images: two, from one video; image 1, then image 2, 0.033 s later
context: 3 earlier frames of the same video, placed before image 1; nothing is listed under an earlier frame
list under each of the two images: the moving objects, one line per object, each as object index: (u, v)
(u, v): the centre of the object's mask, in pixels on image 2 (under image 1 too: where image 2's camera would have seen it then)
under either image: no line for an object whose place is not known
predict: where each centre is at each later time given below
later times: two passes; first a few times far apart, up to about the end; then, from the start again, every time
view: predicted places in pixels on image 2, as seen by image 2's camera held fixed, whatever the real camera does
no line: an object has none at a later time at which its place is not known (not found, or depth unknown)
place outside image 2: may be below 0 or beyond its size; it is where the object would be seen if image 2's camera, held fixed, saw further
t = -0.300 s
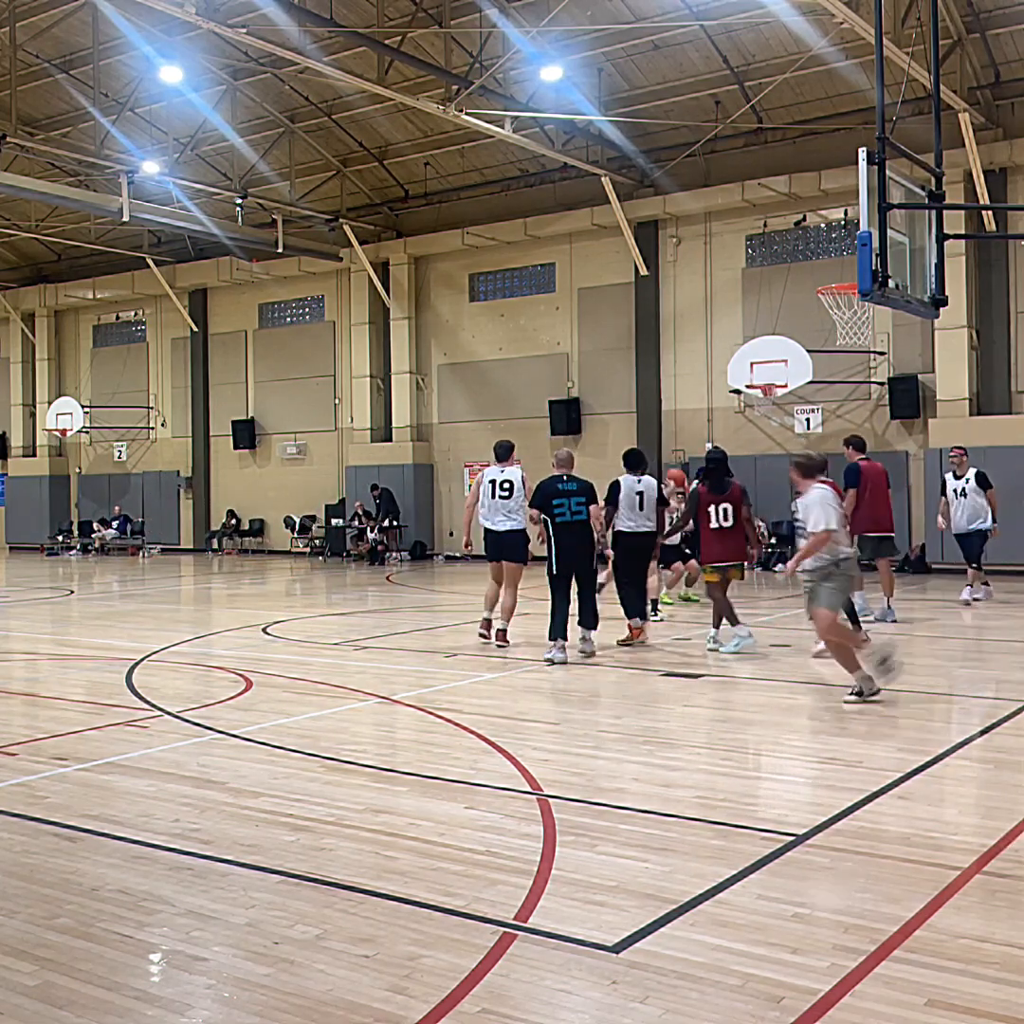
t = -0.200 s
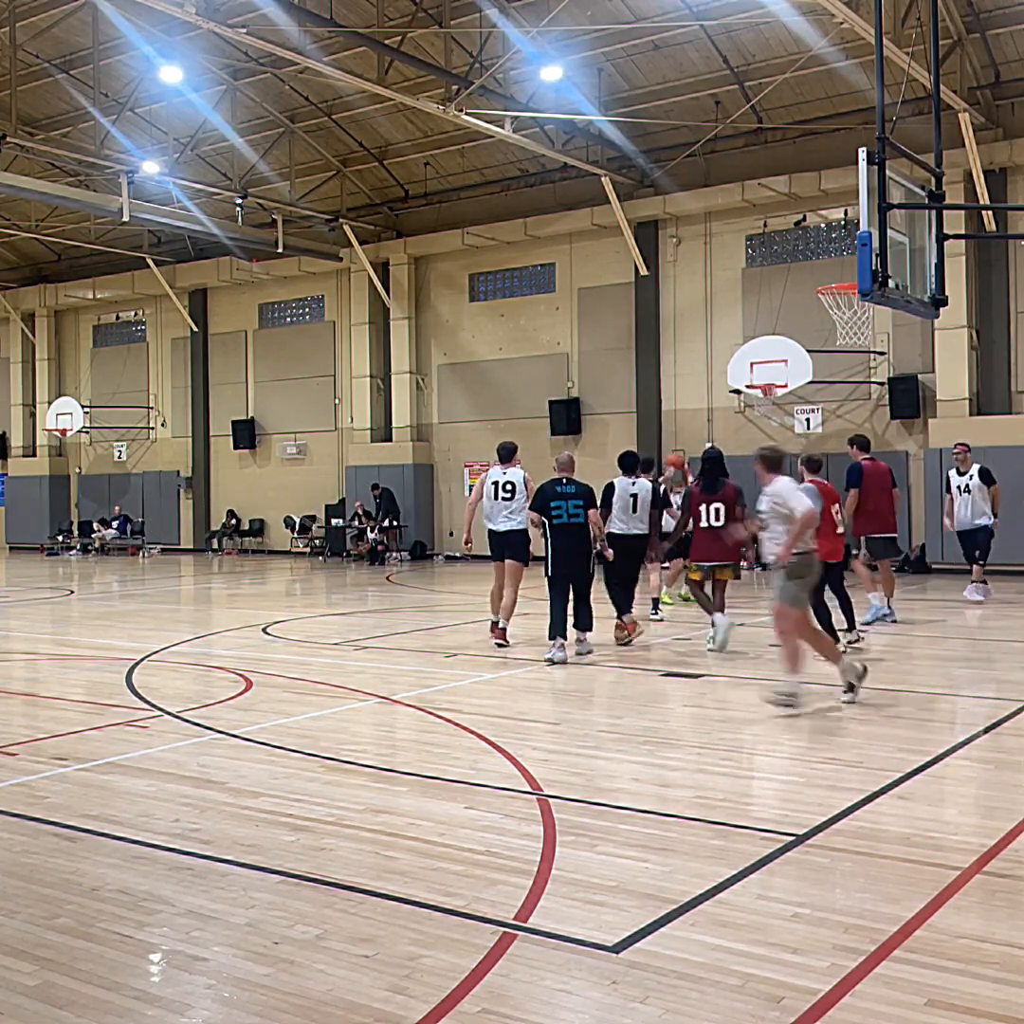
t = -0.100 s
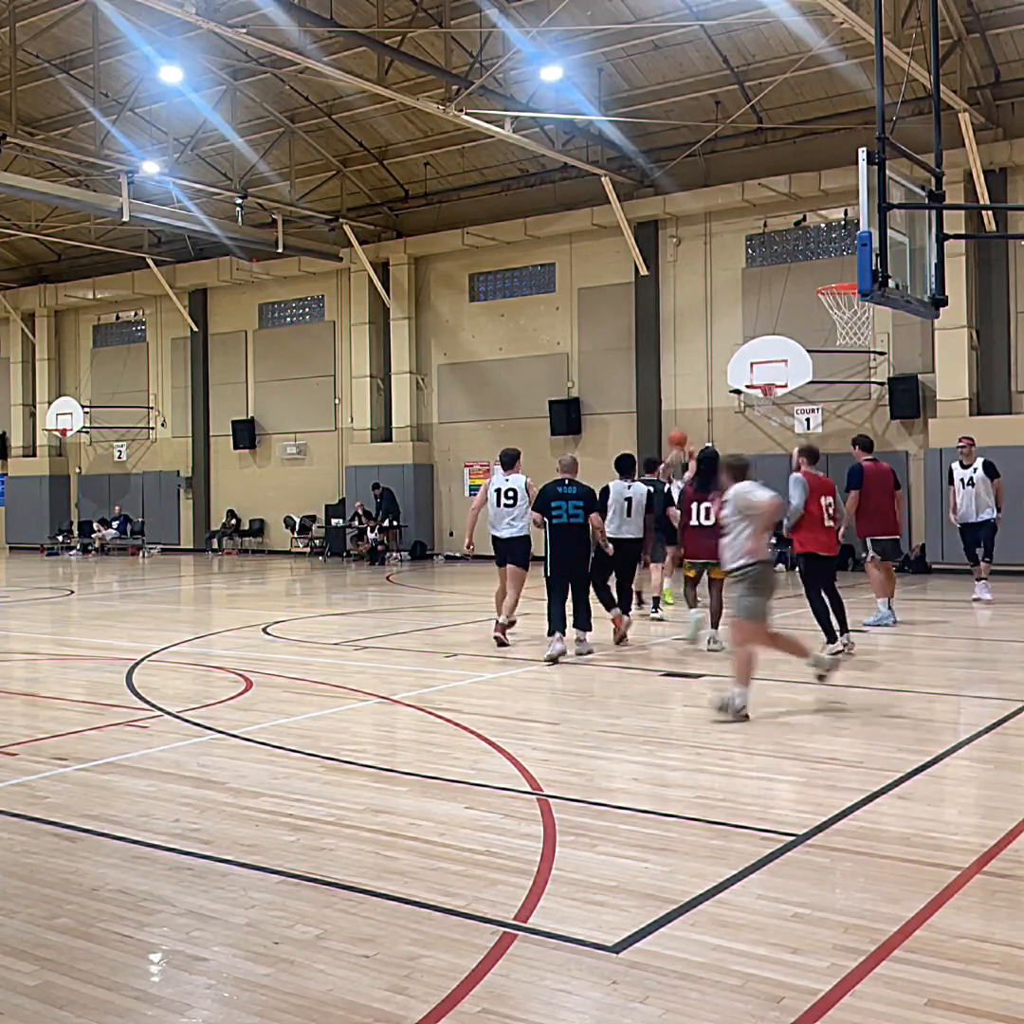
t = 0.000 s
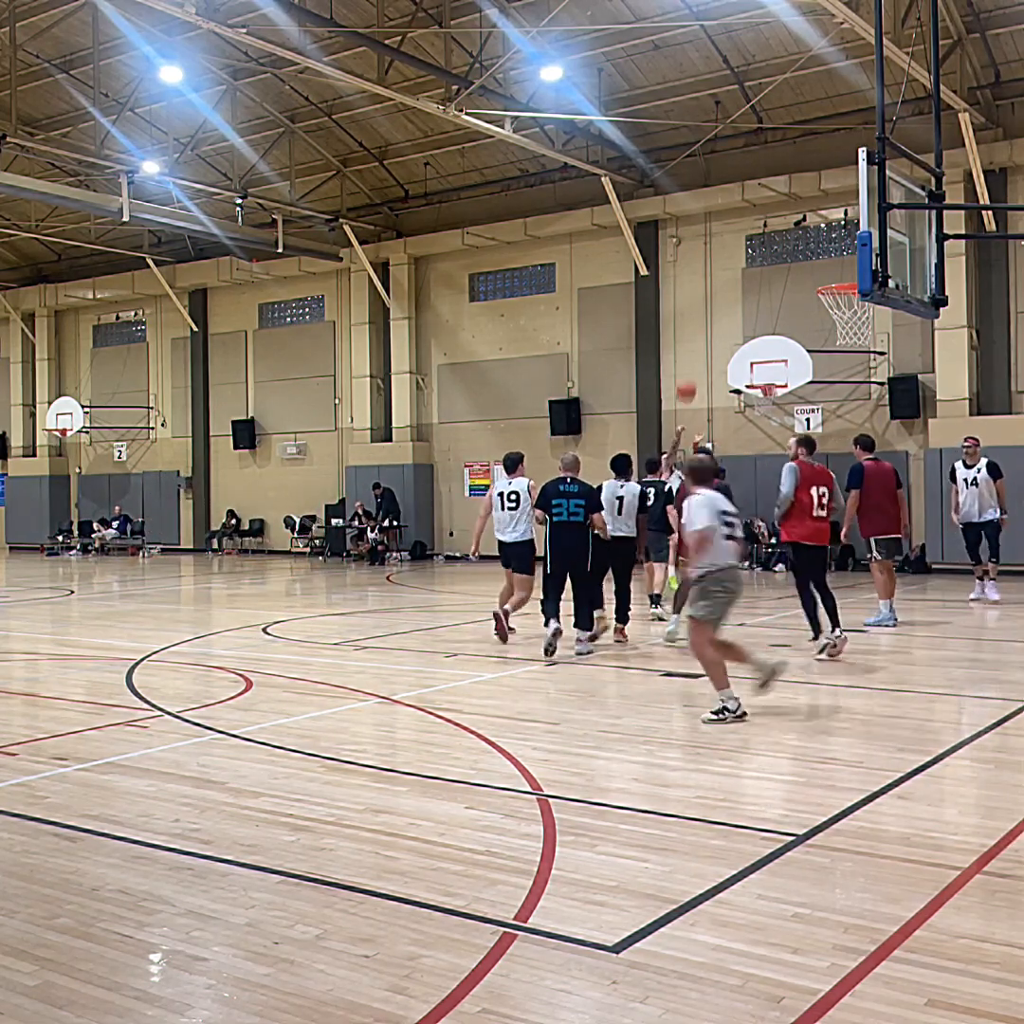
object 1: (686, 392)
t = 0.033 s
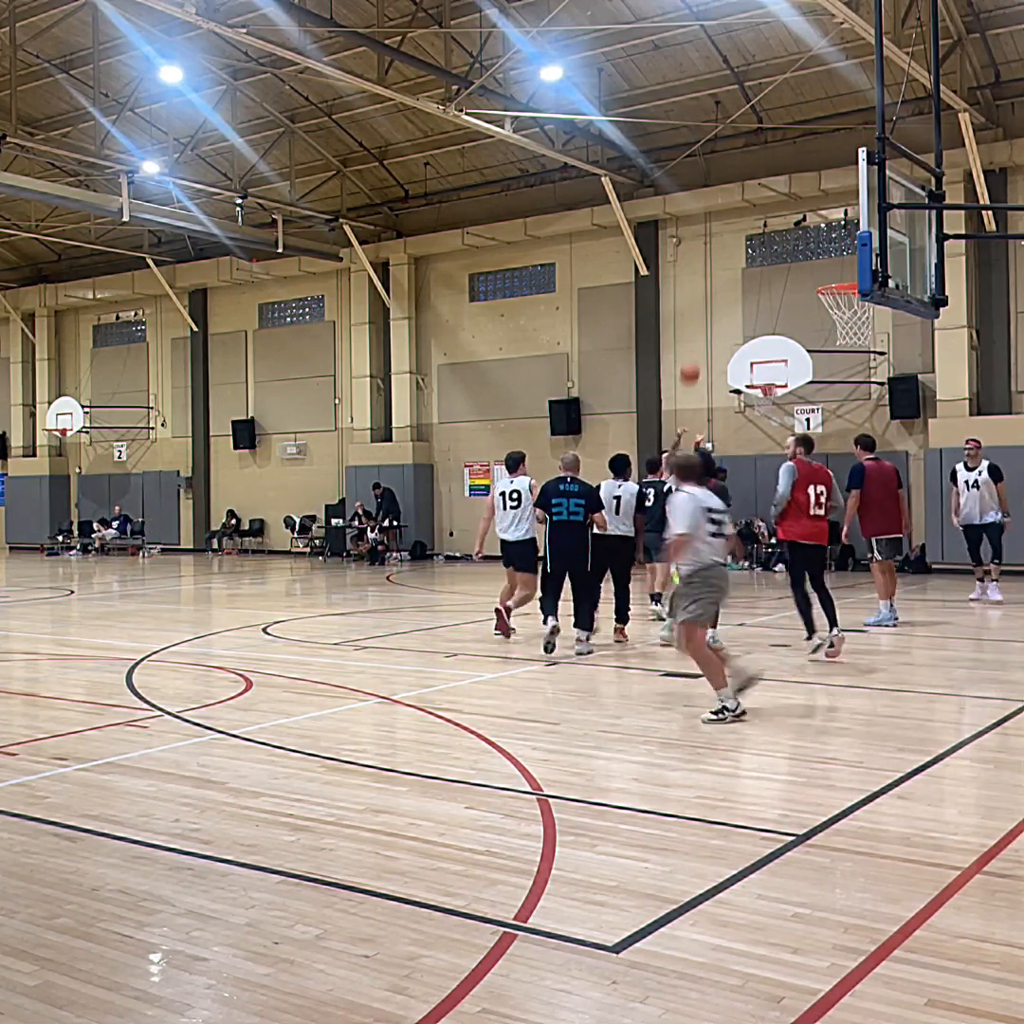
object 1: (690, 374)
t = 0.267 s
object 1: (715, 273)
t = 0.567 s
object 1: (754, 198)
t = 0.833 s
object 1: (797, 196)
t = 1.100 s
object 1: (846, 270)
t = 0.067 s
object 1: (693, 358)
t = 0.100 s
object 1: (696, 342)
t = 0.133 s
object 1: (700, 327)
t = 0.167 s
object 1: (703, 313)
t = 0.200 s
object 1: (707, 299)
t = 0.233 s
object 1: (711, 285)
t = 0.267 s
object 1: (715, 273)
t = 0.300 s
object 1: (719, 261)
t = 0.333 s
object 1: (722, 250)
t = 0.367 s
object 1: (727, 240)
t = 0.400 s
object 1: (731, 231)
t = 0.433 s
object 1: (735, 222)
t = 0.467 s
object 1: (740, 214)
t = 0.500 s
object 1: (745, 208)
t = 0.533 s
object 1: (749, 203)
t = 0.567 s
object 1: (754, 198)
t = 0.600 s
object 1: (759, 194)
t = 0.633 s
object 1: (764, 192)
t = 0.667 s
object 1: (769, 190)
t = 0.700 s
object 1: (774, 189)
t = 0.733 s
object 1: (780, 189)
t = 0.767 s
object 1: (786, 191)
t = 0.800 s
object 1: (791, 193)
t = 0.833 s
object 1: (797, 196)
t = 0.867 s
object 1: (803, 201)
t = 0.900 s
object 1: (809, 207)
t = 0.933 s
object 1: (815, 215)
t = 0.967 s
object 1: (823, 227)
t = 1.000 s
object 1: (828, 236)
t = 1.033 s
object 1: (835, 247)
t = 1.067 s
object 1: (842, 259)
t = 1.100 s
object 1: (846, 270)
